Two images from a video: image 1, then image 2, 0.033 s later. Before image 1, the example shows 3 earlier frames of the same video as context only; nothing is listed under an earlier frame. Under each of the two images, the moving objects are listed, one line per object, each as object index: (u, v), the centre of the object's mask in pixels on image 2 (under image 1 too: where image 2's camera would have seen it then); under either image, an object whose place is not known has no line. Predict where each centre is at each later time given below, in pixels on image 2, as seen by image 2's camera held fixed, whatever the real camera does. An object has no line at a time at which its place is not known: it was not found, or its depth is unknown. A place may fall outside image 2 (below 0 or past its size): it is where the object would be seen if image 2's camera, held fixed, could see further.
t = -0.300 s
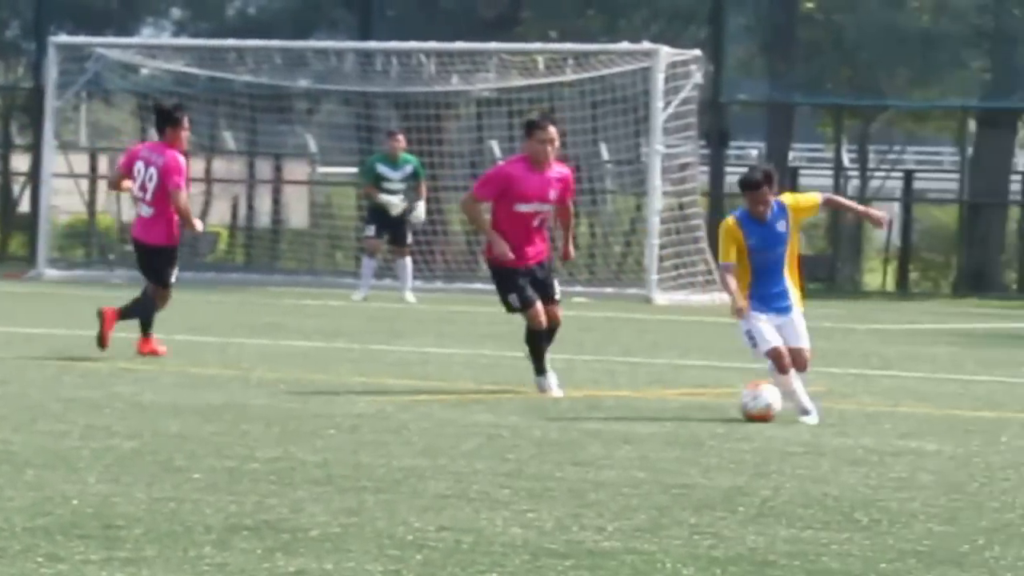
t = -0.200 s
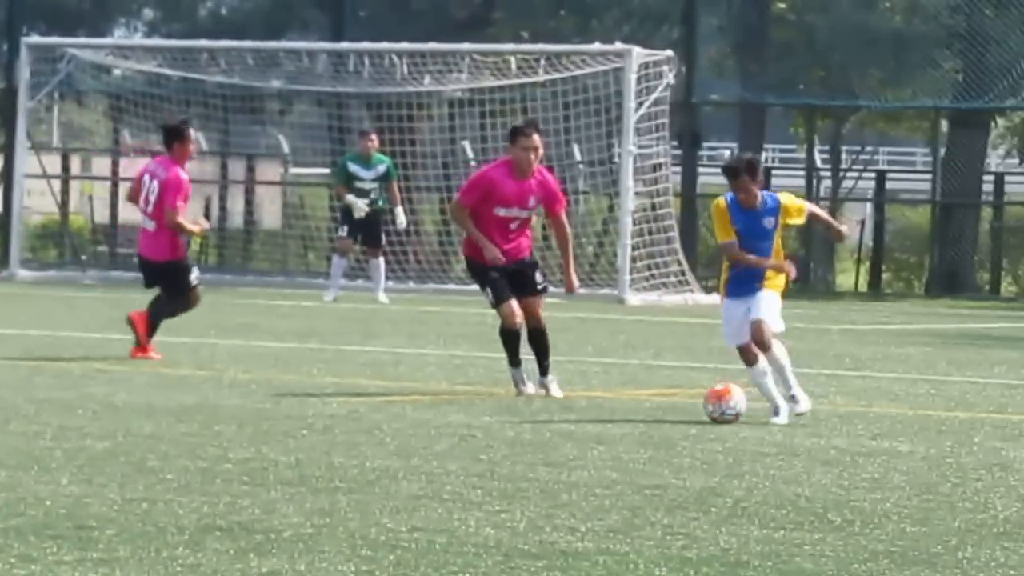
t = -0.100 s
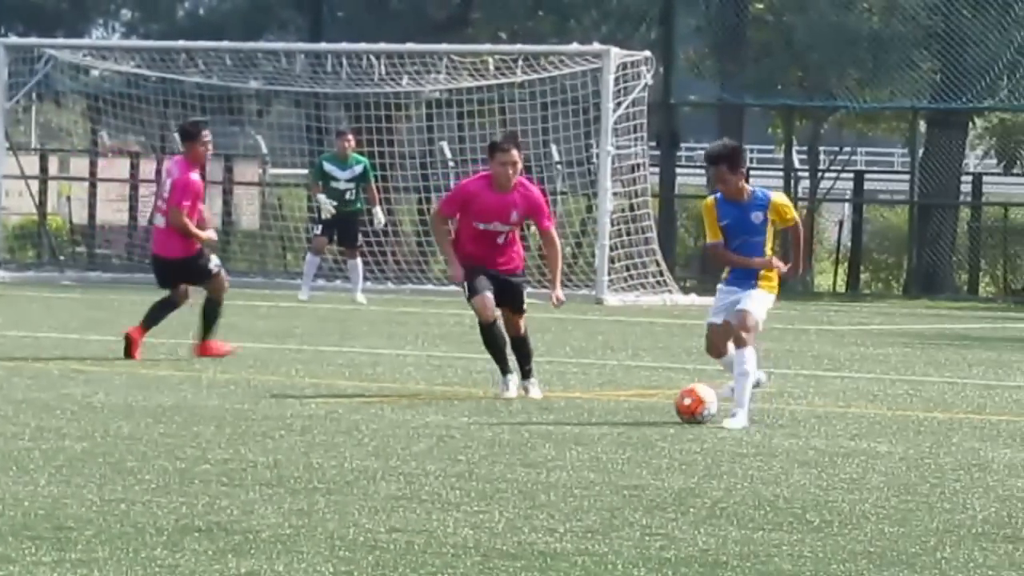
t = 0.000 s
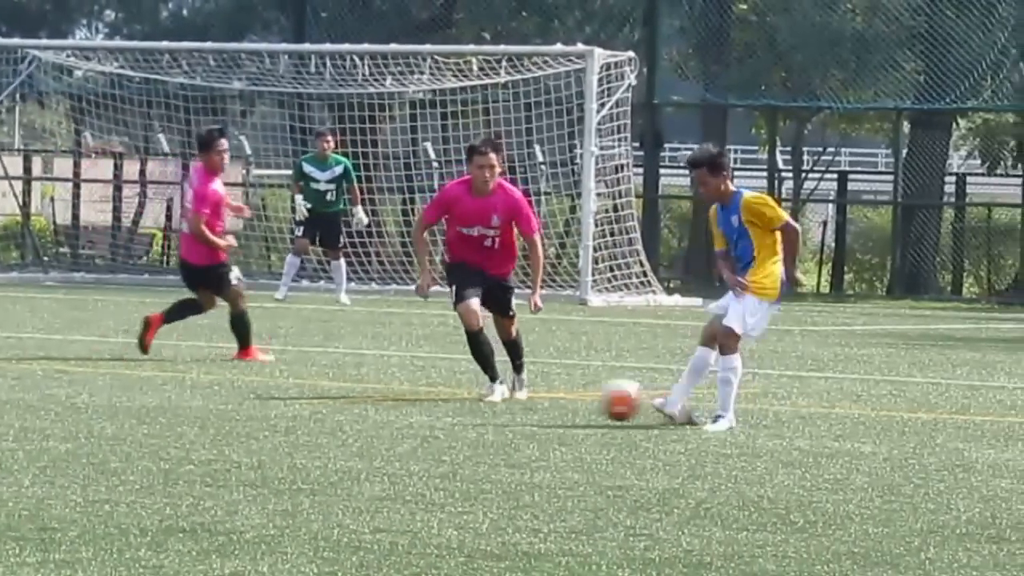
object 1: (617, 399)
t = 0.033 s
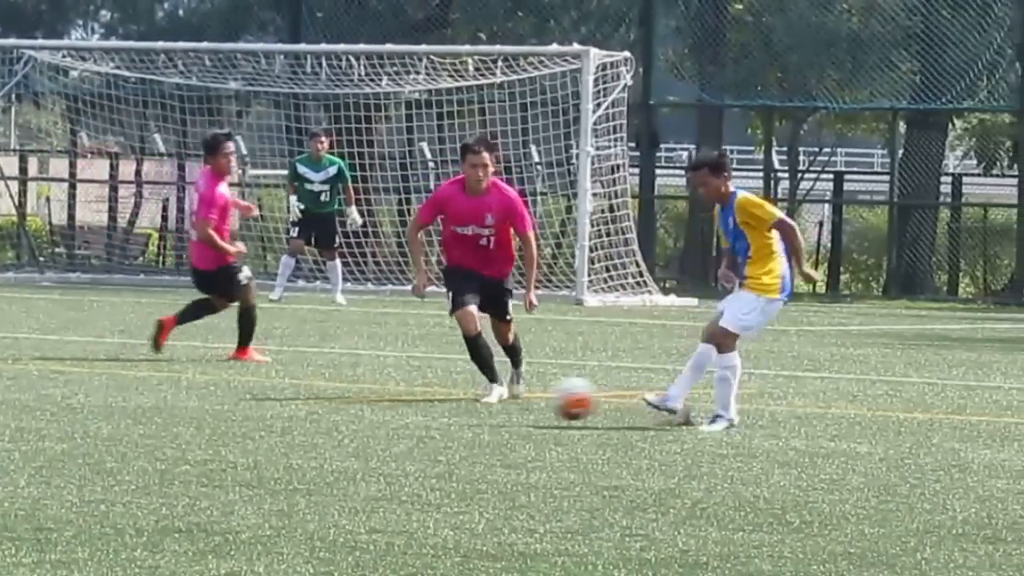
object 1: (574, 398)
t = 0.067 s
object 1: (530, 398)
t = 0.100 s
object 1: (488, 400)
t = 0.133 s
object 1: (443, 405)
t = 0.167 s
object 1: (398, 408)
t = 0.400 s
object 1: (117, 414)
